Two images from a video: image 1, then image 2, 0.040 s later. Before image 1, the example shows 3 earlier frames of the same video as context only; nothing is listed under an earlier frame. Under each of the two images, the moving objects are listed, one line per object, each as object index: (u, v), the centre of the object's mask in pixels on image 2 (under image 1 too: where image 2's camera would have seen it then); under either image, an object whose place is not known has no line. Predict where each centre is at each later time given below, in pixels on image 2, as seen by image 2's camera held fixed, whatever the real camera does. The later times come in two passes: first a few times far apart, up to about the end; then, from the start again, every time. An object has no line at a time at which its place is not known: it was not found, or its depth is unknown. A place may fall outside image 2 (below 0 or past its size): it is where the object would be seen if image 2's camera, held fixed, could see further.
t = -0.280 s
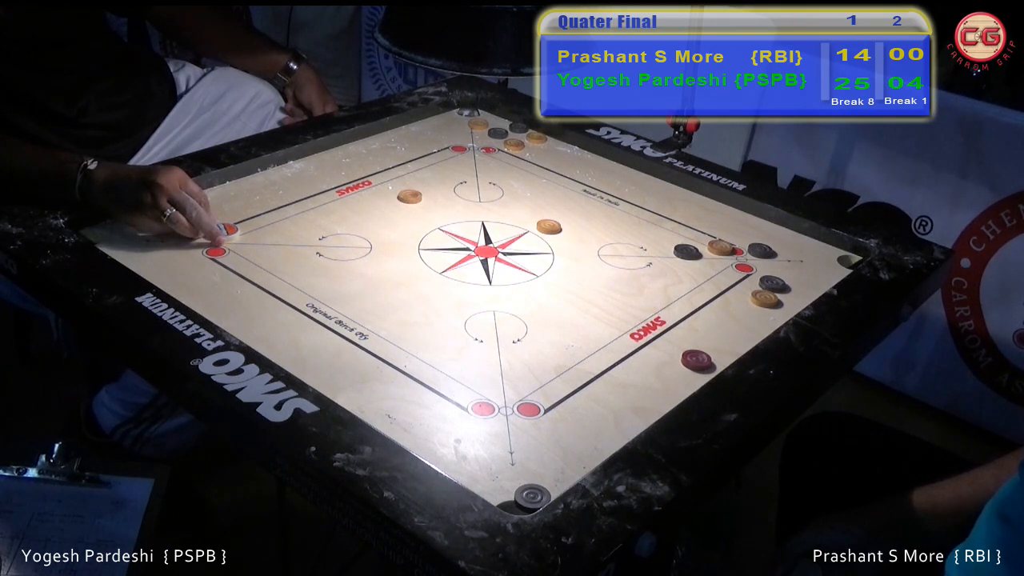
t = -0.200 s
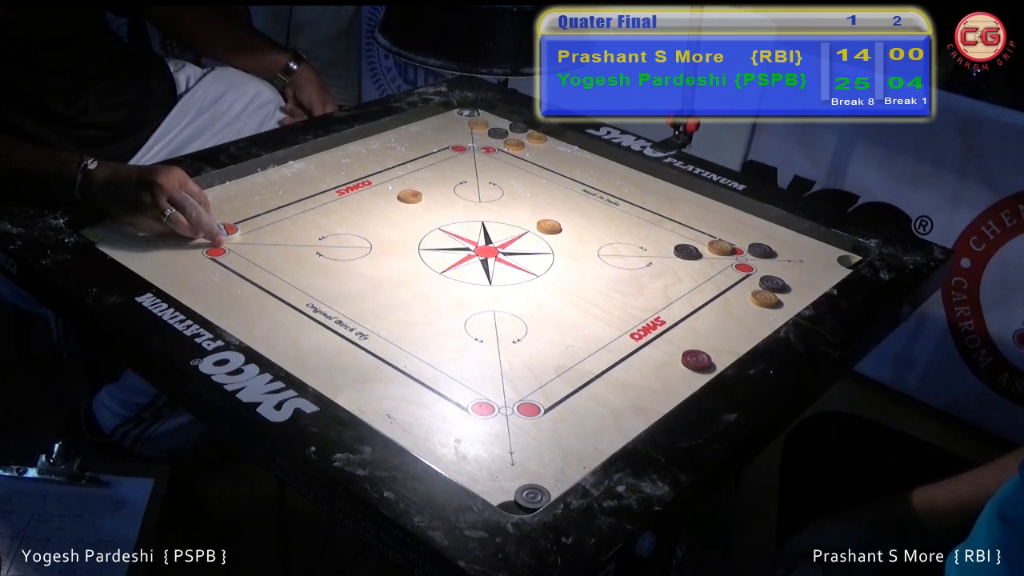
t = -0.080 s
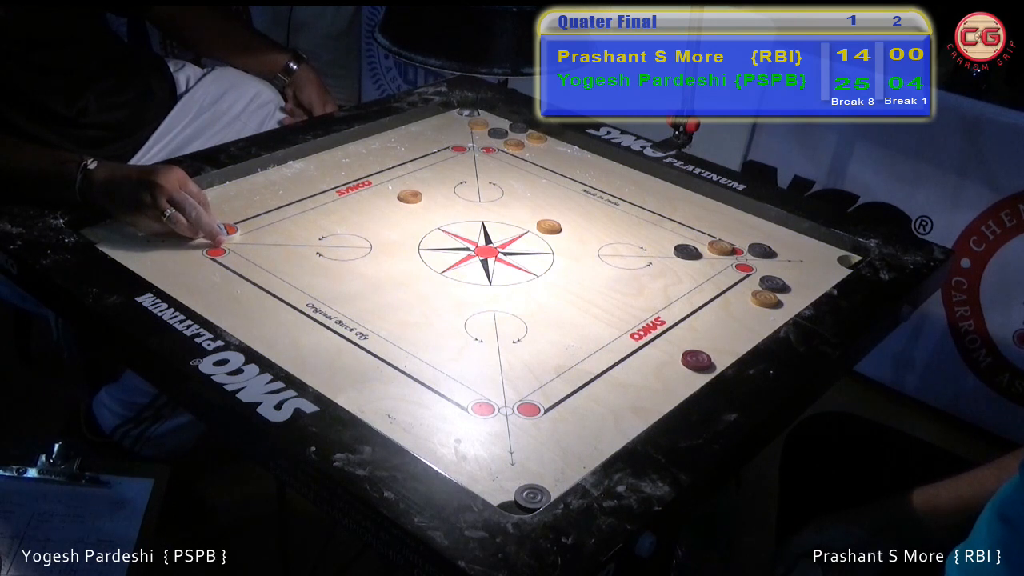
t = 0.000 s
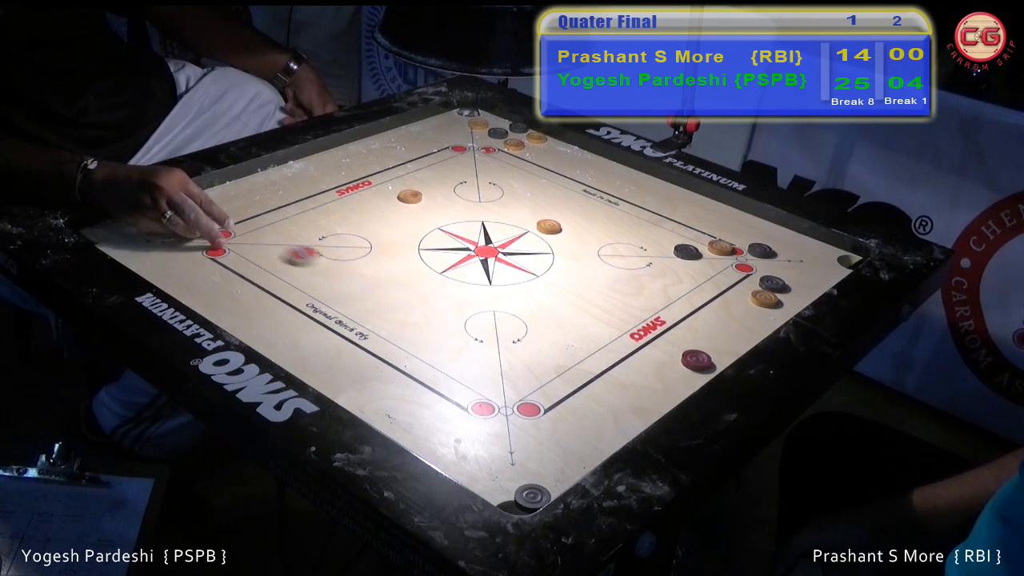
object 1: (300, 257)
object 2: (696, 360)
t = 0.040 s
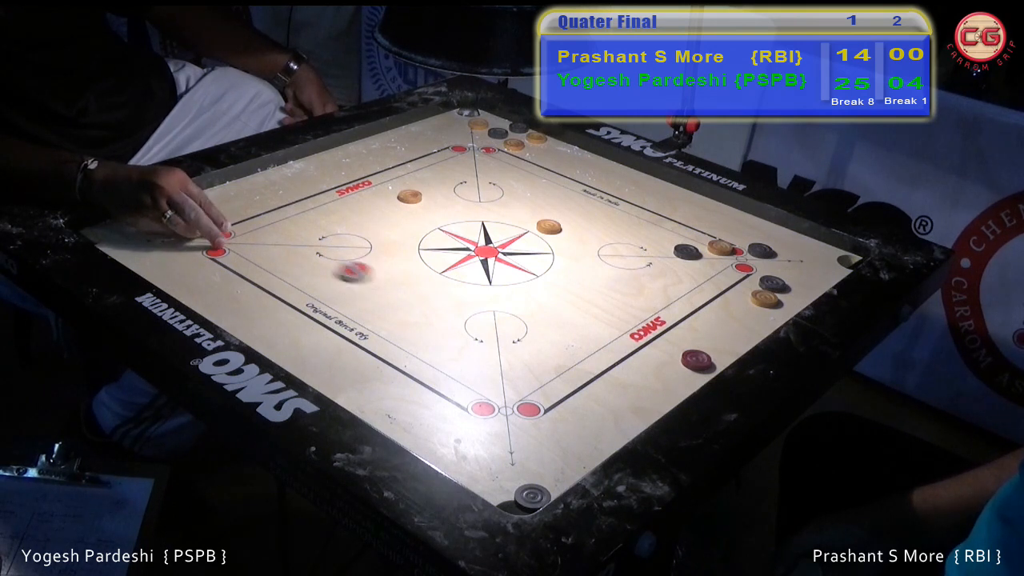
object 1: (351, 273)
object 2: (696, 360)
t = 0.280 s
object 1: (679, 370)
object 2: (714, 359)
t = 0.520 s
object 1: (567, 316)
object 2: (698, 263)
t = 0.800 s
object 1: (470, 269)
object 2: (700, 263)
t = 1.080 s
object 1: (440, 254)
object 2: (700, 263)
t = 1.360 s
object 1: (439, 254)
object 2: (700, 263)
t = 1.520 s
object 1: (439, 254)
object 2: (700, 263)
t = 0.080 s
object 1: (408, 288)
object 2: (696, 360)
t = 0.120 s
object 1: (462, 304)
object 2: (696, 360)
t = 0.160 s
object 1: (516, 320)
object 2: (696, 360)
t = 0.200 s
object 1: (572, 336)
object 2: (696, 360)
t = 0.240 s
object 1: (628, 353)
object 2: (696, 360)
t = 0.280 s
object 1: (679, 370)
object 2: (714, 359)
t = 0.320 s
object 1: (688, 375)
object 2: (726, 342)
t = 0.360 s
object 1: (660, 362)
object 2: (718, 321)
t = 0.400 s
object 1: (633, 349)
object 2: (711, 302)
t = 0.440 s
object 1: (609, 337)
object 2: (705, 286)
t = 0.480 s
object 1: (587, 326)
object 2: (700, 271)
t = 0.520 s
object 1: (567, 316)
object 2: (698, 263)
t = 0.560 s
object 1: (548, 307)
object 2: (700, 263)
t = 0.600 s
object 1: (531, 299)
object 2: (700, 263)
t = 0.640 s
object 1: (515, 292)
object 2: (700, 263)
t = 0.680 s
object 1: (502, 285)
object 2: (700, 263)
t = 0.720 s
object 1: (490, 279)
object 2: (700, 263)
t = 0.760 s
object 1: (479, 274)
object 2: (700, 263)
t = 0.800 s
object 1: (470, 269)
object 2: (700, 263)
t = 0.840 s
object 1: (462, 266)
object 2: (700, 263)
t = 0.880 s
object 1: (455, 262)
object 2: (700, 263)
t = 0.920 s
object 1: (450, 259)
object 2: (700, 263)
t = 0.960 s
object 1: (445, 257)
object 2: (700, 263)
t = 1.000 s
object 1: (443, 255)
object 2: (700, 263)
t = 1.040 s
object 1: (440, 255)
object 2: (700, 263)
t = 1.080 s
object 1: (440, 254)
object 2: (700, 263)
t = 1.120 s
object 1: (439, 254)
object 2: (700, 263)
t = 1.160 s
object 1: (440, 254)
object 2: (700, 263)
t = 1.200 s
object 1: (439, 254)
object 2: (700, 263)
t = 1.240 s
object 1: (439, 254)
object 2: (700, 262)
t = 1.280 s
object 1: (439, 254)
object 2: (700, 263)
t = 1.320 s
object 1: (439, 254)
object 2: (700, 263)
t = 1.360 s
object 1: (439, 254)
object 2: (700, 263)
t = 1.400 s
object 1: (439, 254)
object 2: (700, 263)
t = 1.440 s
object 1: (439, 254)
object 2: (700, 262)
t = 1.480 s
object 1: (439, 254)
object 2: (700, 263)
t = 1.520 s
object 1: (439, 254)
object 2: (700, 263)
